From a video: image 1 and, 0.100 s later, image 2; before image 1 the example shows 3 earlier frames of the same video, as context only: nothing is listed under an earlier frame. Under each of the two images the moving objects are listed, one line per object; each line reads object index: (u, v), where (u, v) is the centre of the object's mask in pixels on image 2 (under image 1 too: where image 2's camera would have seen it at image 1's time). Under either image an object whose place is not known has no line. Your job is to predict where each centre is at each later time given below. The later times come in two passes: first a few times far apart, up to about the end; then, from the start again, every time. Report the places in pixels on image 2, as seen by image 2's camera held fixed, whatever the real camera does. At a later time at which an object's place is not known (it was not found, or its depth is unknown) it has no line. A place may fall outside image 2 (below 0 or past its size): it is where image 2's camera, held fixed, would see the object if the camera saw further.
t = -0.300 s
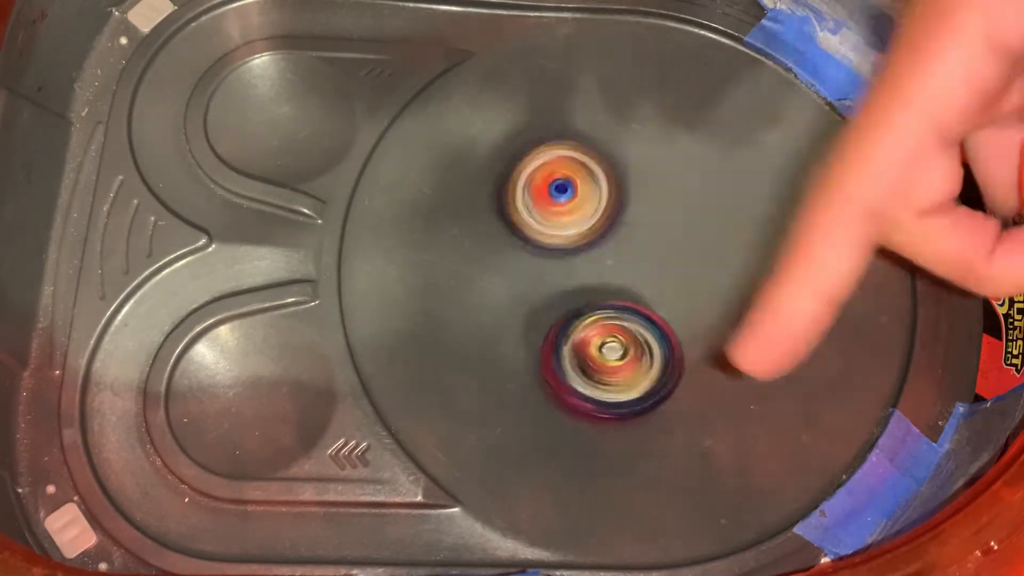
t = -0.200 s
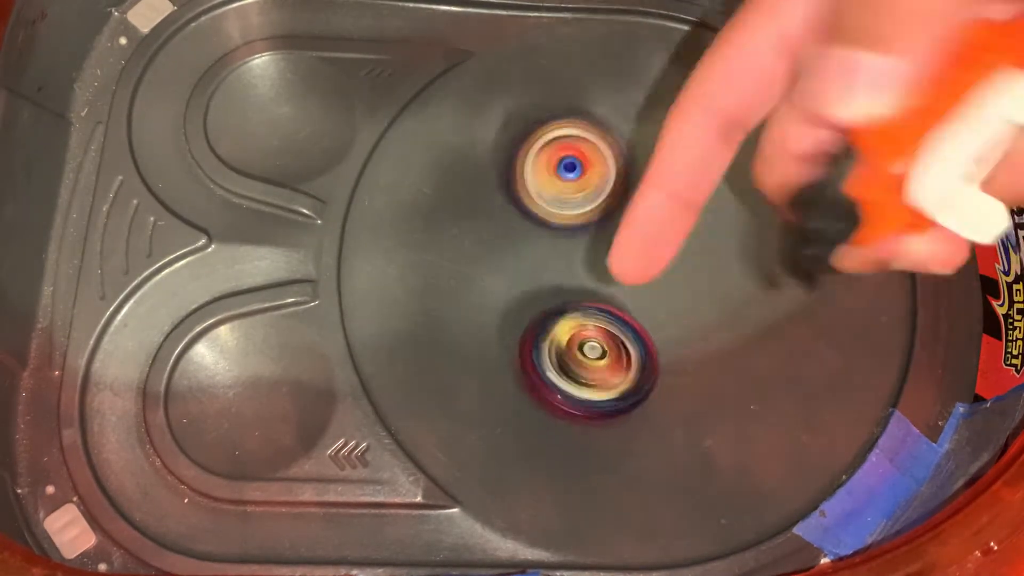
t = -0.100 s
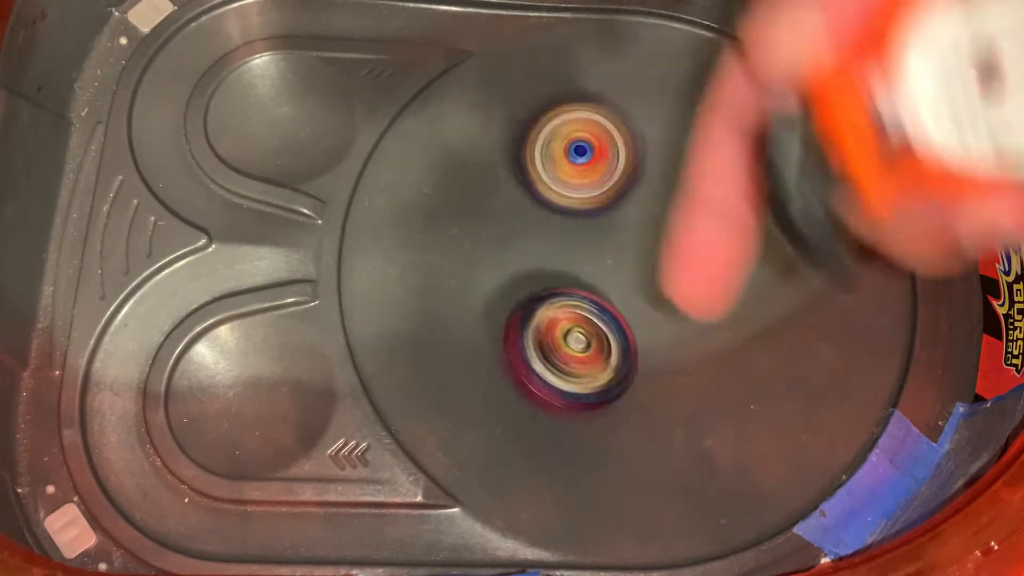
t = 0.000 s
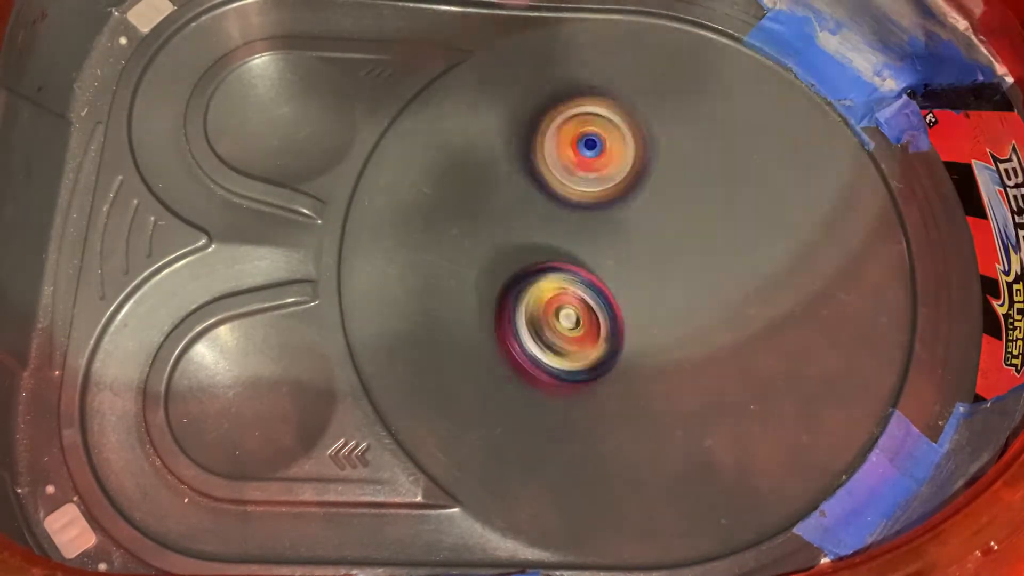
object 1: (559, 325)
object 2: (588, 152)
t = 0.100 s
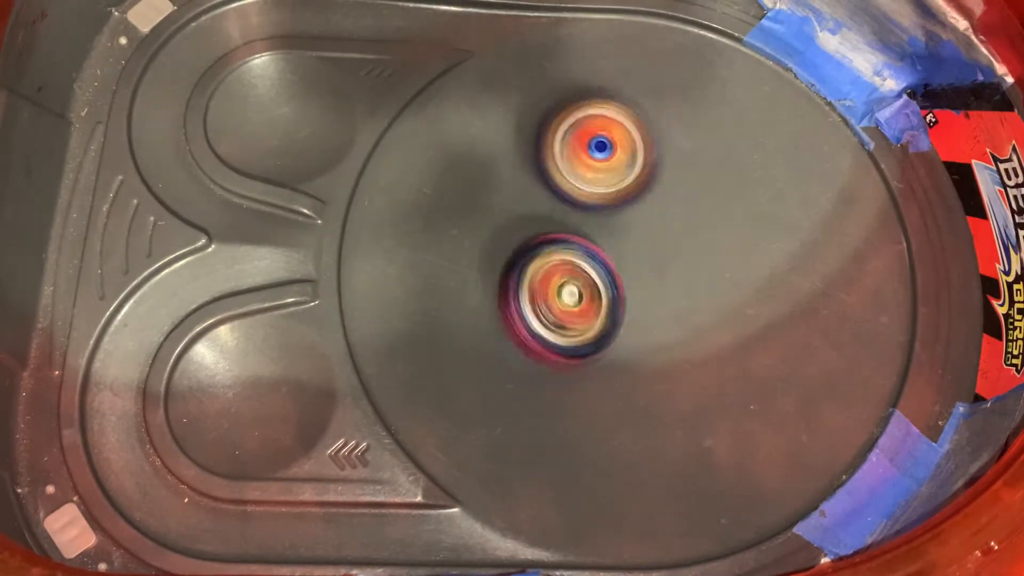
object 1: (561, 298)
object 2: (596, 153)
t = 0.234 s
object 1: (566, 291)
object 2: (620, 145)
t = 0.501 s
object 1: (605, 299)
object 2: (673, 163)
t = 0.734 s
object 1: (635, 322)
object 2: (708, 205)
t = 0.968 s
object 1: (636, 340)
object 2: (739, 249)
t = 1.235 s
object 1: (612, 320)
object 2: (745, 276)
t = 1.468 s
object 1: (591, 290)
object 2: (736, 282)
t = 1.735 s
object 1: (580, 247)
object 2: (711, 287)
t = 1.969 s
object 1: (592, 220)
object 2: (702, 310)
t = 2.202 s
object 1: (610, 218)
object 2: (703, 321)
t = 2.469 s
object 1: (607, 201)
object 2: (703, 359)
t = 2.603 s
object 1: (608, 191)
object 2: (696, 364)
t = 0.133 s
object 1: (564, 288)
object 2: (602, 156)
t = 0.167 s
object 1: (568, 282)
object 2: (607, 157)
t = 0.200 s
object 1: (565, 286)
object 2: (617, 147)
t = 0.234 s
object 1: (566, 291)
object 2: (620, 145)
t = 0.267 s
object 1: (568, 288)
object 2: (627, 148)
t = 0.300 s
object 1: (577, 289)
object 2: (637, 148)
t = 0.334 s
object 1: (581, 292)
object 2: (643, 148)
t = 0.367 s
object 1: (585, 293)
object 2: (647, 149)
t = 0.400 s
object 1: (589, 292)
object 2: (656, 153)
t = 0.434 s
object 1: (597, 294)
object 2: (662, 154)
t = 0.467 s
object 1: (601, 298)
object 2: (668, 158)
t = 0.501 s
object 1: (605, 299)
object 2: (673, 163)
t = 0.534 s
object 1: (610, 302)
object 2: (681, 167)
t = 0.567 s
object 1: (615, 305)
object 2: (685, 173)
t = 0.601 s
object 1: (619, 310)
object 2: (690, 177)
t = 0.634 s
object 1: (622, 312)
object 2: (695, 184)
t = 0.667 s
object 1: (628, 315)
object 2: (700, 192)
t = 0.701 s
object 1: (630, 319)
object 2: (705, 199)
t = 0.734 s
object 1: (635, 322)
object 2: (708, 205)
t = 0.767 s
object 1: (636, 325)
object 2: (714, 213)
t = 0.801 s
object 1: (639, 328)
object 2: (716, 222)
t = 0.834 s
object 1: (641, 331)
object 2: (720, 229)
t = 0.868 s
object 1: (639, 335)
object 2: (726, 232)
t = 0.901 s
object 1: (639, 336)
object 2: (727, 236)
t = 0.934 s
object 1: (639, 338)
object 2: (734, 244)
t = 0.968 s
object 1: (636, 340)
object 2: (739, 249)
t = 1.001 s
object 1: (634, 340)
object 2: (741, 251)
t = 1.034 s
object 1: (630, 339)
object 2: (742, 256)
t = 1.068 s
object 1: (629, 337)
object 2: (745, 261)
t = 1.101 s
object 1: (626, 335)
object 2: (746, 263)
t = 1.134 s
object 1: (622, 331)
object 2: (744, 267)
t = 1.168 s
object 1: (622, 328)
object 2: (744, 273)
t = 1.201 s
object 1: (618, 324)
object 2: (743, 276)
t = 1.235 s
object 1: (612, 320)
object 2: (745, 276)
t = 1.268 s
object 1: (608, 313)
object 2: (739, 277)
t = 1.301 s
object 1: (608, 309)
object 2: (738, 283)
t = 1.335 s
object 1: (603, 306)
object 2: (741, 283)
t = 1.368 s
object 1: (596, 302)
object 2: (744, 278)
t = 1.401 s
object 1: (592, 297)
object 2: (739, 278)
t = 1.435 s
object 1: (593, 292)
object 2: (736, 282)
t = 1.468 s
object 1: (591, 290)
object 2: (736, 282)
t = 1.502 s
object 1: (589, 283)
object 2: (731, 278)
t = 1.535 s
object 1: (589, 278)
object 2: (724, 280)
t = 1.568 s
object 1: (587, 273)
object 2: (722, 281)
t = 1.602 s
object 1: (581, 264)
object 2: (727, 281)
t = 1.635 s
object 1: (583, 260)
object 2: (721, 278)
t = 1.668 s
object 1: (581, 256)
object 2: (712, 281)
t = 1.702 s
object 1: (582, 253)
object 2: (709, 286)
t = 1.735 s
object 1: (580, 247)
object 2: (711, 287)
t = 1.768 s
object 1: (583, 239)
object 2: (708, 285)
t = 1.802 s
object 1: (584, 235)
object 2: (702, 287)
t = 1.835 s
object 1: (587, 232)
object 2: (702, 293)
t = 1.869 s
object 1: (588, 229)
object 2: (703, 296)
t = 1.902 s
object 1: (592, 225)
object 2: (701, 298)
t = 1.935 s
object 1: (596, 224)
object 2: (696, 301)
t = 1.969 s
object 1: (592, 220)
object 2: (702, 310)
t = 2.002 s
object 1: (594, 214)
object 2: (706, 313)
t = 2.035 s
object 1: (600, 214)
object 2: (705, 315)
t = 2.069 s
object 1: (598, 216)
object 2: (702, 316)
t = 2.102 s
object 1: (600, 213)
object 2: (704, 322)
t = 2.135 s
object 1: (605, 213)
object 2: (706, 323)
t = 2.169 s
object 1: (608, 215)
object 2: (705, 323)
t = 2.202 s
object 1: (610, 218)
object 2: (703, 321)
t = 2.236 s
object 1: (610, 220)
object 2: (698, 322)
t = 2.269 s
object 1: (615, 221)
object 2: (695, 323)
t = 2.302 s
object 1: (616, 225)
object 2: (692, 323)
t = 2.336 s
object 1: (612, 217)
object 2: (699, 332)
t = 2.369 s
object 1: (610, 208)
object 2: (707, 342)
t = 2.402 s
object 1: (608, 204)
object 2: (705, 348)
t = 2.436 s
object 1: (608, 202)
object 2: (701, 353)
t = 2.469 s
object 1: (607, 201)
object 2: (703, 359)
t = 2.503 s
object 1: (604, 198)
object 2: (704, 363)
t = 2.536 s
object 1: (604, 194)
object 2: (704, 364)
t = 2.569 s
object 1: (606, 192)
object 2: (700, 364)
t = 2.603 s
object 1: (608, 191)
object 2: (696, 364)
